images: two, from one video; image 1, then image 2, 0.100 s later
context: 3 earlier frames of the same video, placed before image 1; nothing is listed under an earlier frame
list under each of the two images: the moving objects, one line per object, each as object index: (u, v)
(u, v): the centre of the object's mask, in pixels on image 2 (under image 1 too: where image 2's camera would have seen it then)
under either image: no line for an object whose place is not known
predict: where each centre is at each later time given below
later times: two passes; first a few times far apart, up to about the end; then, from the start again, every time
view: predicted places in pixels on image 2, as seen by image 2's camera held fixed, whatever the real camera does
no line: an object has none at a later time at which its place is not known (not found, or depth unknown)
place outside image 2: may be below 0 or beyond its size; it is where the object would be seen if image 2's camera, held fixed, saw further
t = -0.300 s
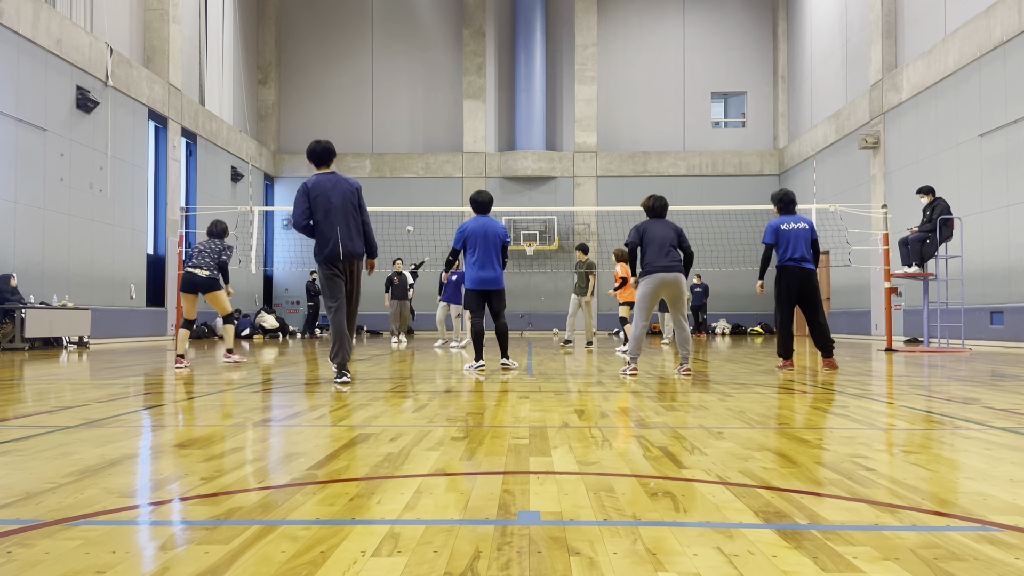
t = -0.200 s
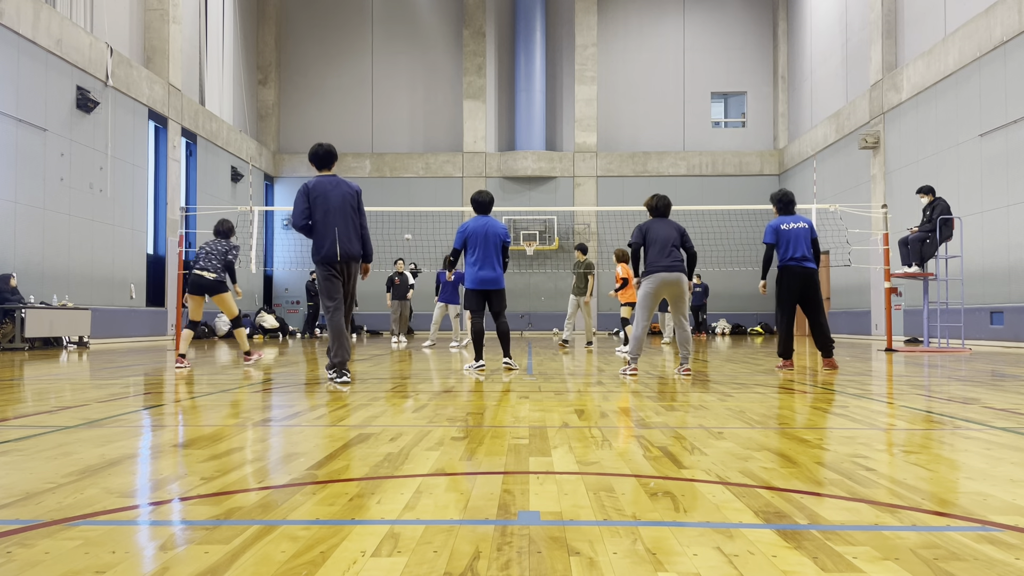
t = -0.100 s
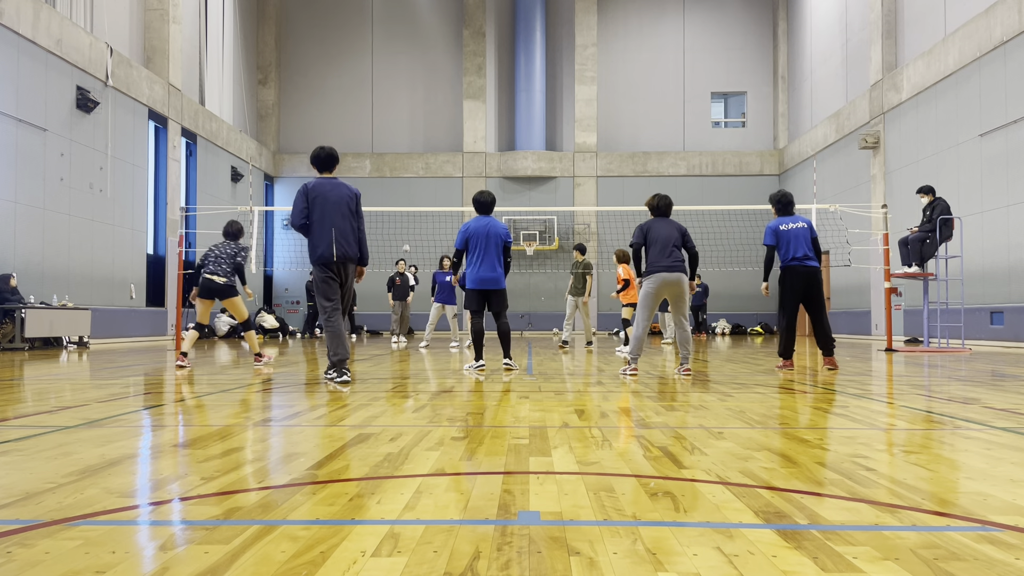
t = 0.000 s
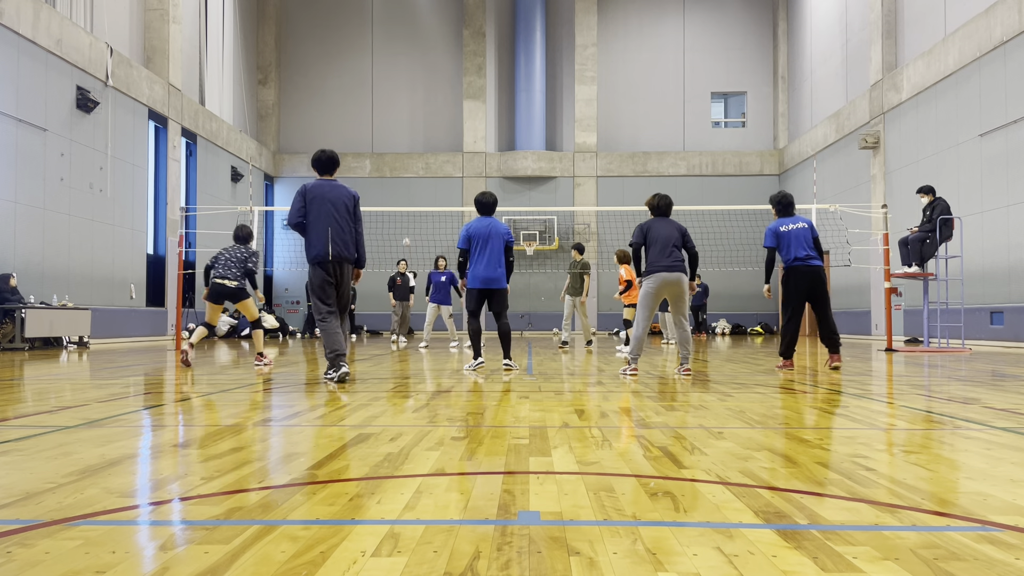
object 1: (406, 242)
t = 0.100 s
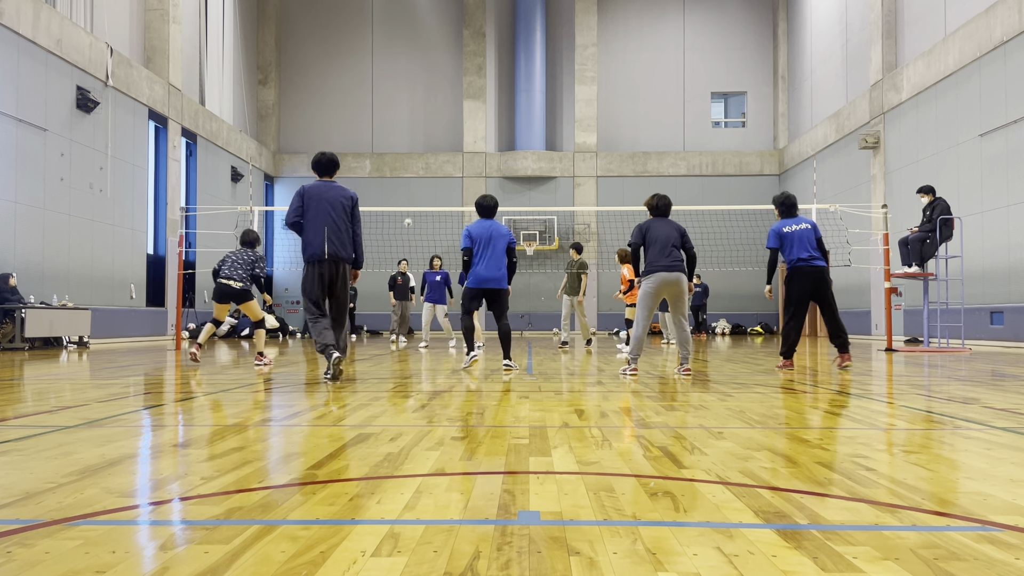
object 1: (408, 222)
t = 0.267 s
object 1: (412, 190)
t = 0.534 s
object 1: (427, 142)
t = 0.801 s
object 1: (444, 109)
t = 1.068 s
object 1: (473, 123)
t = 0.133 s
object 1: (408, 216)
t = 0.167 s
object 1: (410, 210)
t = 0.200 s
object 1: (410, 202)
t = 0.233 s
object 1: (411, 196)
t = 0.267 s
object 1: (412, 190)
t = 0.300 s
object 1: (413, 183)
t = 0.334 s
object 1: (415, 177)
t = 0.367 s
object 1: (417, 171)
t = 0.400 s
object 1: (418, 164)
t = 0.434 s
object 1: (420, 159)
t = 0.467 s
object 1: (422, 153)
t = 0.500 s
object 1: (425, 147)
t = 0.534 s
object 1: (427, 142)
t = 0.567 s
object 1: (429, 137)
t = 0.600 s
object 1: (432, 132)
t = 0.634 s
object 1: (433, 127)
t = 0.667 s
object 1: (435, 122)
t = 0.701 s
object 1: (437, 117)
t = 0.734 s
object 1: (439, 114)
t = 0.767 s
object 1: (441, 111)
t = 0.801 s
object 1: (444, 109)
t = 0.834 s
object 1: (446, 108)
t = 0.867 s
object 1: (449, 107)
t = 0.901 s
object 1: (452, 107)
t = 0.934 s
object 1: (456, 108)
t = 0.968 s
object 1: (459, 110)
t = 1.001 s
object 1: (463, 114)
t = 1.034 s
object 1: (468, 118)
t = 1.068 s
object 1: (473, 123)
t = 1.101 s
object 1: (478, 130)
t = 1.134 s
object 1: (484, 139)
